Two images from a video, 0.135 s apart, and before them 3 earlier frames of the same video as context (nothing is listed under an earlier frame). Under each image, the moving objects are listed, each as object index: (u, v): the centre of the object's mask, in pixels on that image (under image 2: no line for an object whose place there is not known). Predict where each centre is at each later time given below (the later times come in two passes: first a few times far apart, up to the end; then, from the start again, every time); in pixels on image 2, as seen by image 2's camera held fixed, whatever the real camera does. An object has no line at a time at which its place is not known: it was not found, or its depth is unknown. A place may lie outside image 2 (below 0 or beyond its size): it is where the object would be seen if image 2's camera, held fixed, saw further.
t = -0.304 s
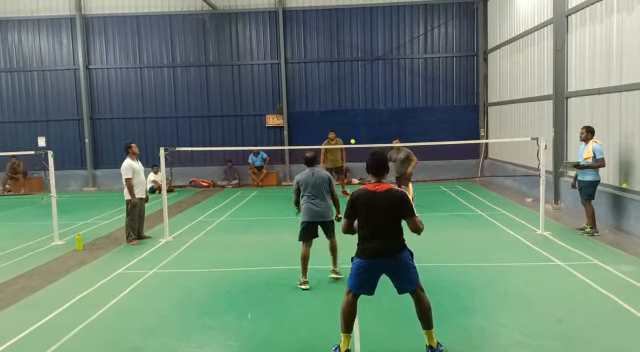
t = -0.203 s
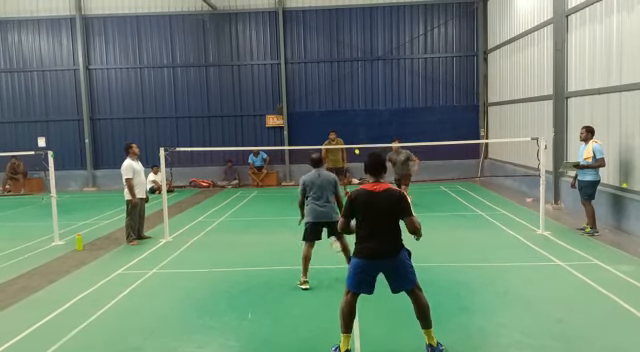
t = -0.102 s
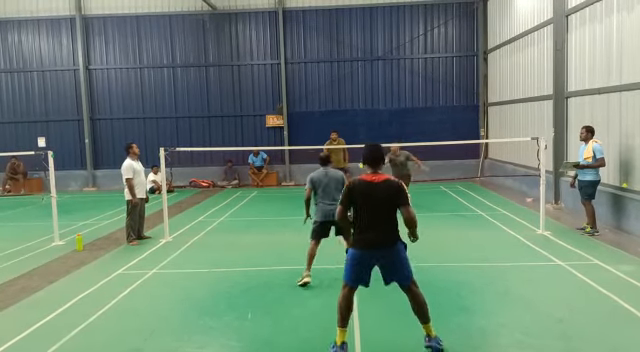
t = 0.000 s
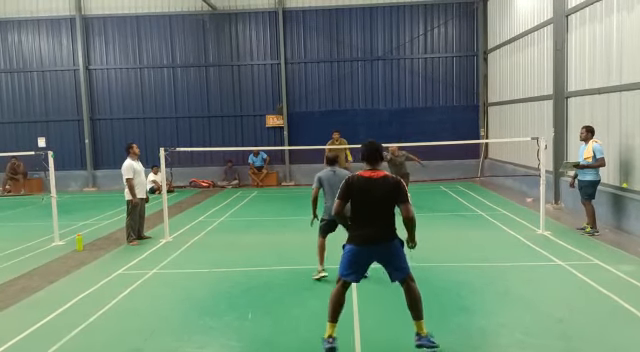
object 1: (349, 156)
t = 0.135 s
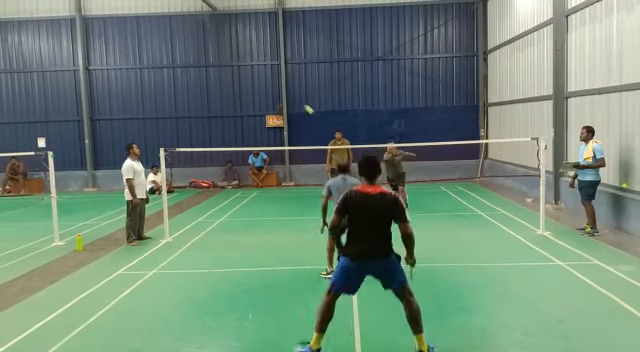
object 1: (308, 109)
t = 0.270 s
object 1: (269, 76)
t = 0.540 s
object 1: (184, 51)
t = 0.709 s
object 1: (124, 76)
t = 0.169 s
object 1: (299, 100)
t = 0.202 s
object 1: (289, 91)
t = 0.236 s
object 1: (279, 83)
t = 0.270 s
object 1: (269, 76)
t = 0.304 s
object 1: (259, 69)
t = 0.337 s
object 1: (249, 63)
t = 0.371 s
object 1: (239, 59)
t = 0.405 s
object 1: (228, 55)
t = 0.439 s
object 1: (217, 53)
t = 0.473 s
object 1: (207, 51)
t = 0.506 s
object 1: (195, 51)
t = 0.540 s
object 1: (184, 51)
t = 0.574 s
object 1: (172, 53)
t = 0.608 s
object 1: (161, 56)
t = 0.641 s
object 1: (149, 61)
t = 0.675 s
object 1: (136, 68)
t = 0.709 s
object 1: (124, 76)
